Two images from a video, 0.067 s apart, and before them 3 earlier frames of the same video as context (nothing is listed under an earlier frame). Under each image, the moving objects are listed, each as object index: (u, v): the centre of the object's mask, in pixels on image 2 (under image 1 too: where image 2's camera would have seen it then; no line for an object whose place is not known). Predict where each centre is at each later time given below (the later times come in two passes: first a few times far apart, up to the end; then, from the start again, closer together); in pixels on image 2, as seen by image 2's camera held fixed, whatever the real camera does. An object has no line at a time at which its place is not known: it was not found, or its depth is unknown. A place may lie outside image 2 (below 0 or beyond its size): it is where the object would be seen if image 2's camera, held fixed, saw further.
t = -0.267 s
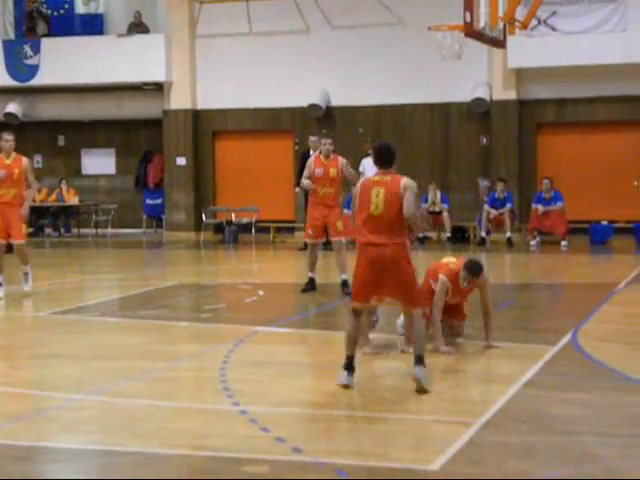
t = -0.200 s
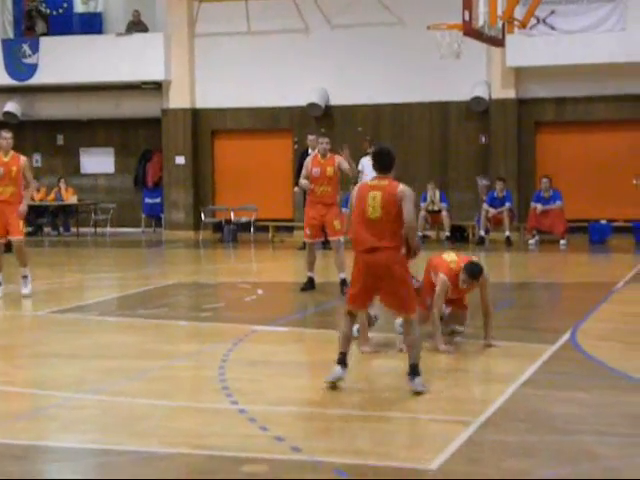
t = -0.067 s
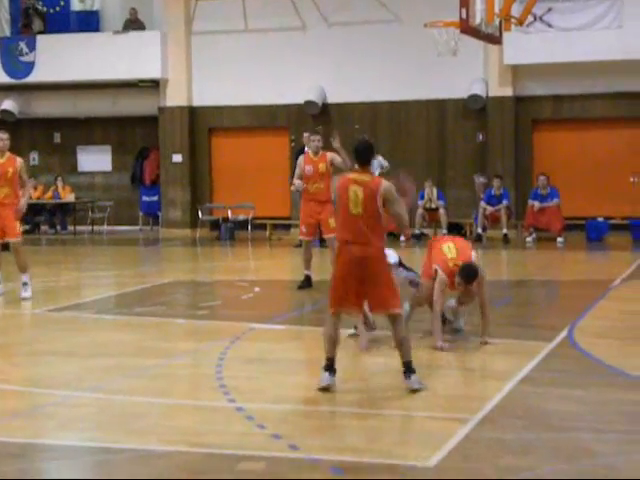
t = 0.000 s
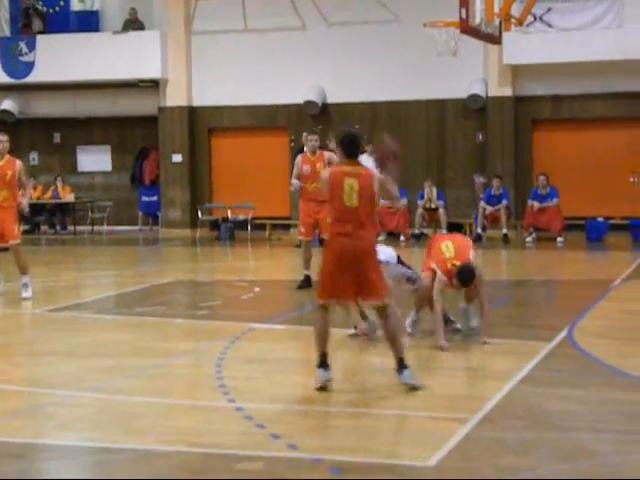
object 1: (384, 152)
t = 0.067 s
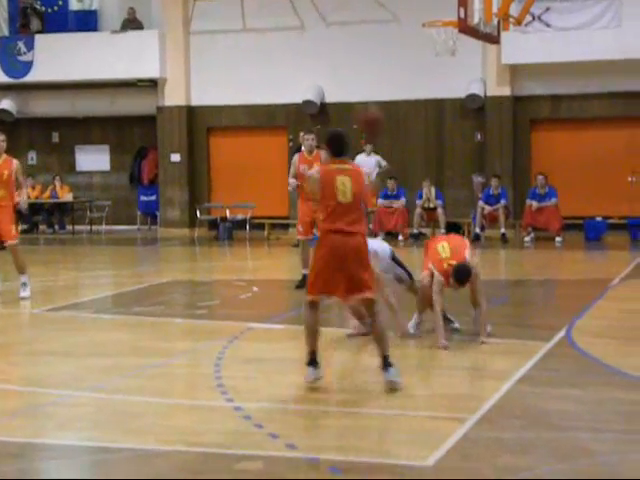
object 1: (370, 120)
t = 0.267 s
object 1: (330, 59)
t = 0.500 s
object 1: (296, 52)
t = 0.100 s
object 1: (363, 104)
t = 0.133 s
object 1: (354, 91)
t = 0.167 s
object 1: (348, 81)
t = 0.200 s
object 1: (342, 72)
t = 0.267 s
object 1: (330, 59)
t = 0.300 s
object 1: (324, 54)
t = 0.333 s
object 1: (319, 51)
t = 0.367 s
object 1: (314, 49)
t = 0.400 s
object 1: (309, 48)
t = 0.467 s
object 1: (300, 50)
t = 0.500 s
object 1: (296, 52)
